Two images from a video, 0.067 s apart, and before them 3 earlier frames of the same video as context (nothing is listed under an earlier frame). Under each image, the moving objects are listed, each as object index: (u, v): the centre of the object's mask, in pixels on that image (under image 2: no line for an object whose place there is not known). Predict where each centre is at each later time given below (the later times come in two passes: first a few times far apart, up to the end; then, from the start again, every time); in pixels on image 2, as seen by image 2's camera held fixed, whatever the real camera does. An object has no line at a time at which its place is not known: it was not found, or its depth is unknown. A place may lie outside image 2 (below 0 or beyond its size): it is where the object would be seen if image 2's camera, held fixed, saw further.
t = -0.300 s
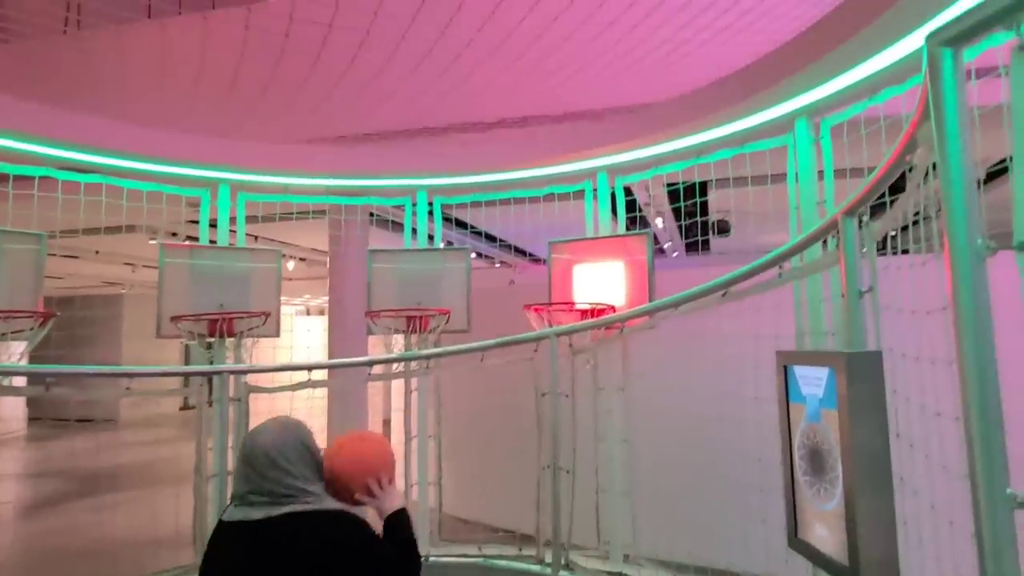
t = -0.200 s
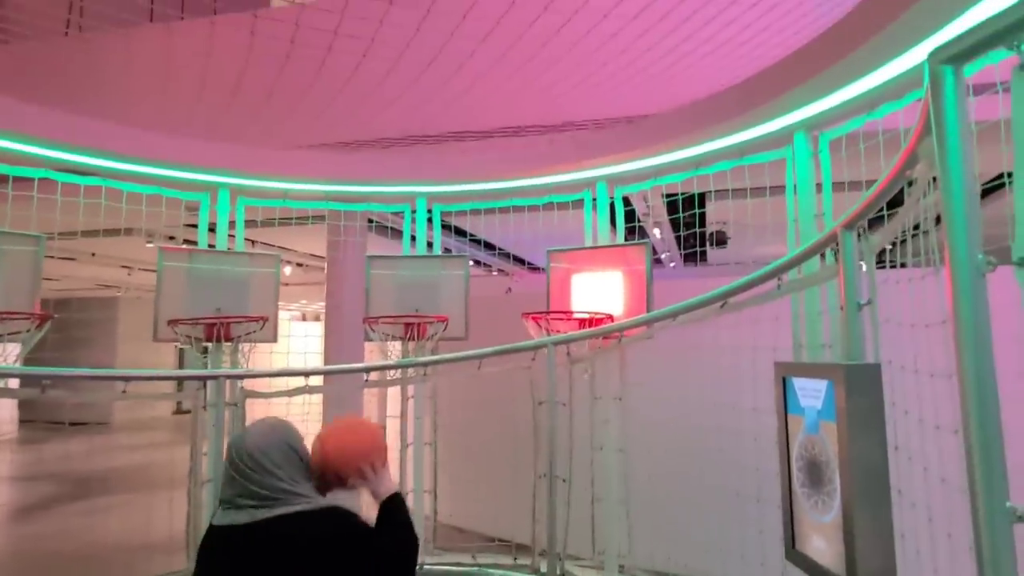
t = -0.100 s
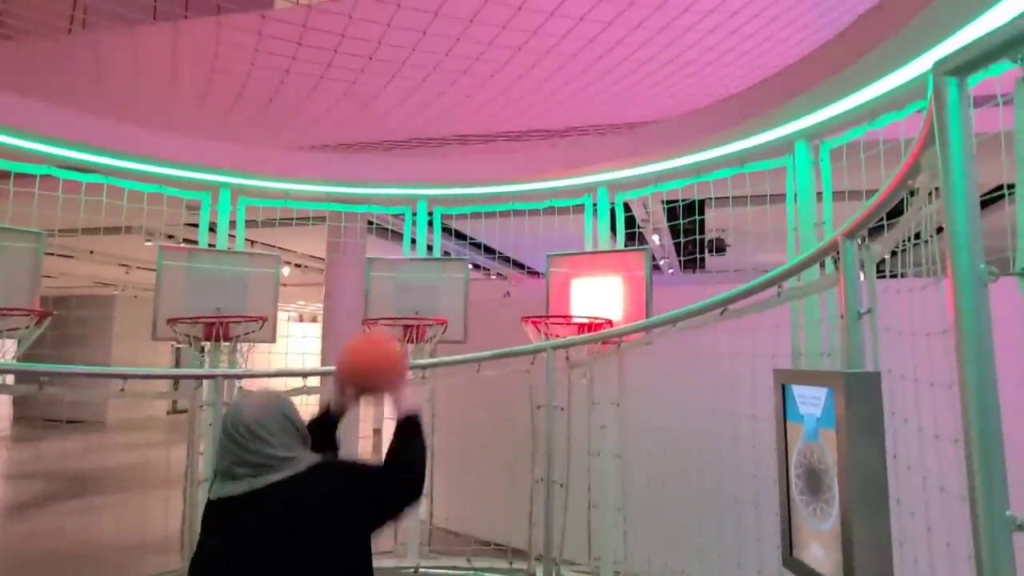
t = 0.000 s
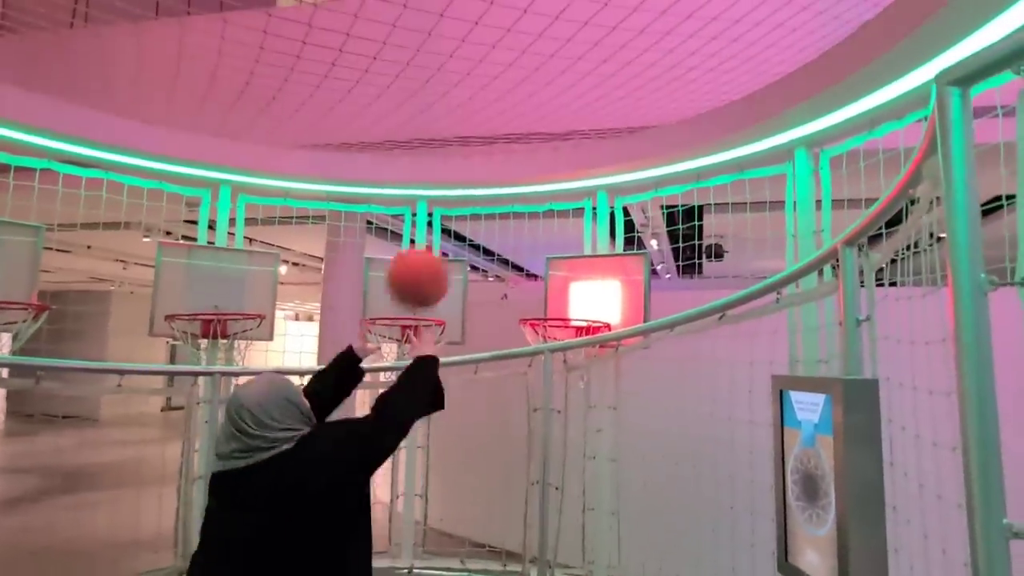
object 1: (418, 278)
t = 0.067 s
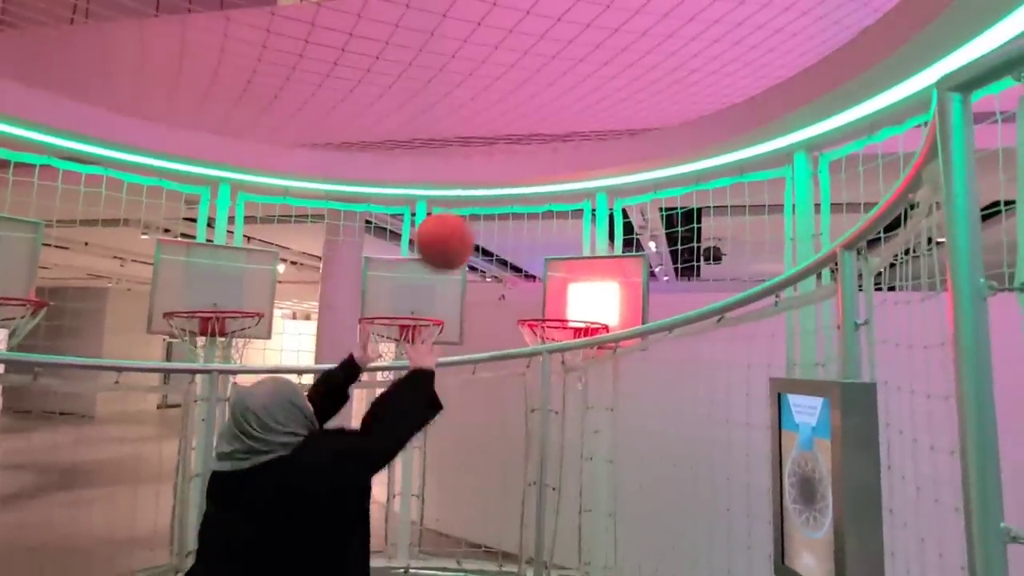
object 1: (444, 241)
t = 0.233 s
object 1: (495, 208)
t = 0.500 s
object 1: (554, 271)
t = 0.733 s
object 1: (561, 293)
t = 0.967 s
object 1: (536, 348)
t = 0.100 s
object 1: (455, 229)
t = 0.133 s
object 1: (467, 221)
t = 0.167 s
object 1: (476, 213)
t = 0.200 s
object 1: (486, 209)
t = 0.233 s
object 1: (495, 208)
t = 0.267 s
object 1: (504, 209)
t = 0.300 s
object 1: (512, 212)
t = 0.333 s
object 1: (520, 218)
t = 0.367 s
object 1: (528, 224)
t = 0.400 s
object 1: (534, 233)
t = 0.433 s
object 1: (541, 244)
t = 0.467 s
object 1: (548, 256)
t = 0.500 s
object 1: (554, 271)
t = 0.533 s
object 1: (560, 287)
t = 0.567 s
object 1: (565, 302)
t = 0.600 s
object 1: (569, 314)
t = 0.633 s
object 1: (567, 303)
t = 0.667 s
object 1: (565, 299)
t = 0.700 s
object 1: (563, 295)
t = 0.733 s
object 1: (561, 293)
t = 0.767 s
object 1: (559, 293)
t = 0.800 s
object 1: (556, 294)
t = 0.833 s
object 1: (553, 298)
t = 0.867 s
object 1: (549, 305)
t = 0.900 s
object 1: (546, 315)
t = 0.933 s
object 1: (540, 331)
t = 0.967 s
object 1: (536, 348)
